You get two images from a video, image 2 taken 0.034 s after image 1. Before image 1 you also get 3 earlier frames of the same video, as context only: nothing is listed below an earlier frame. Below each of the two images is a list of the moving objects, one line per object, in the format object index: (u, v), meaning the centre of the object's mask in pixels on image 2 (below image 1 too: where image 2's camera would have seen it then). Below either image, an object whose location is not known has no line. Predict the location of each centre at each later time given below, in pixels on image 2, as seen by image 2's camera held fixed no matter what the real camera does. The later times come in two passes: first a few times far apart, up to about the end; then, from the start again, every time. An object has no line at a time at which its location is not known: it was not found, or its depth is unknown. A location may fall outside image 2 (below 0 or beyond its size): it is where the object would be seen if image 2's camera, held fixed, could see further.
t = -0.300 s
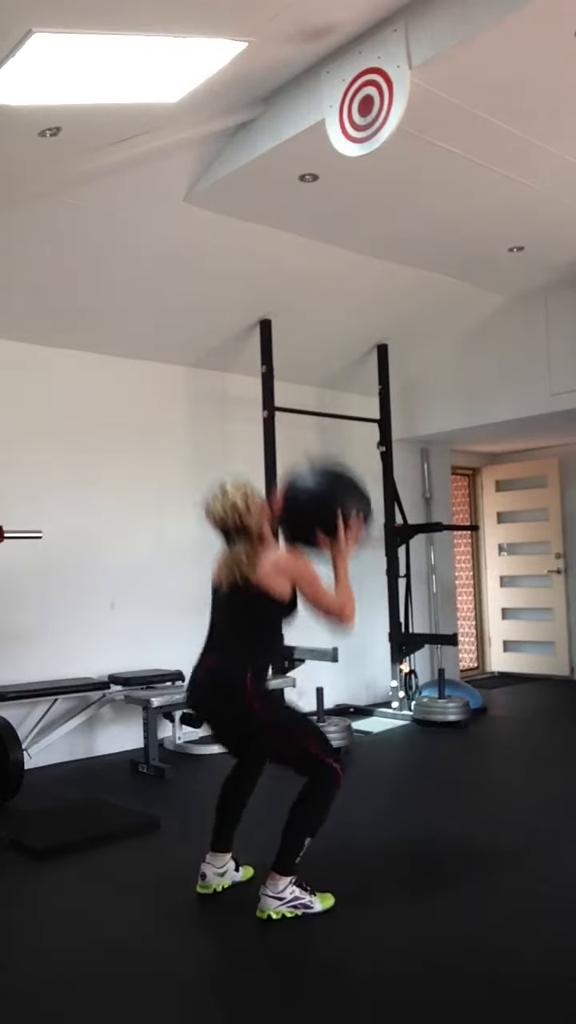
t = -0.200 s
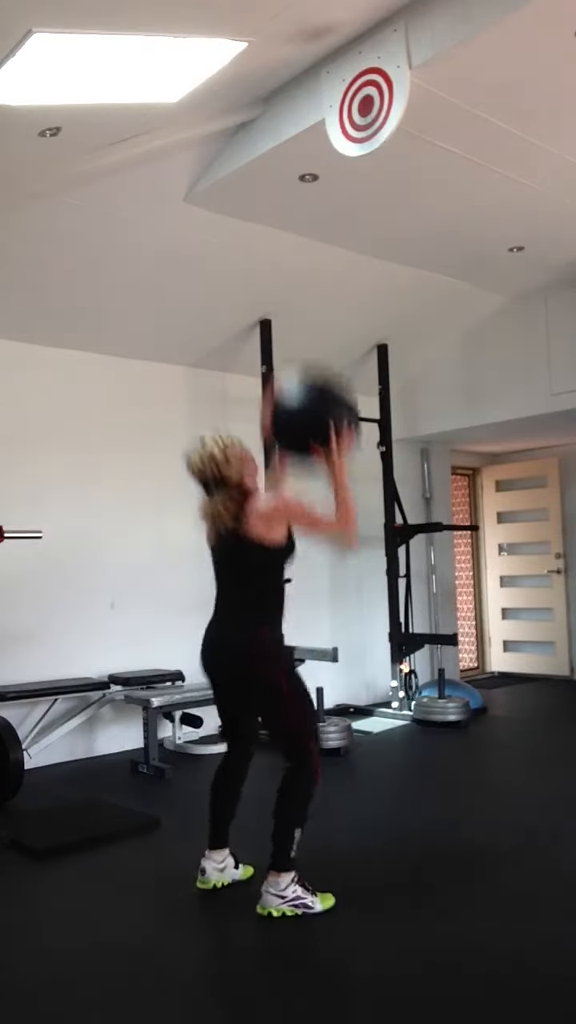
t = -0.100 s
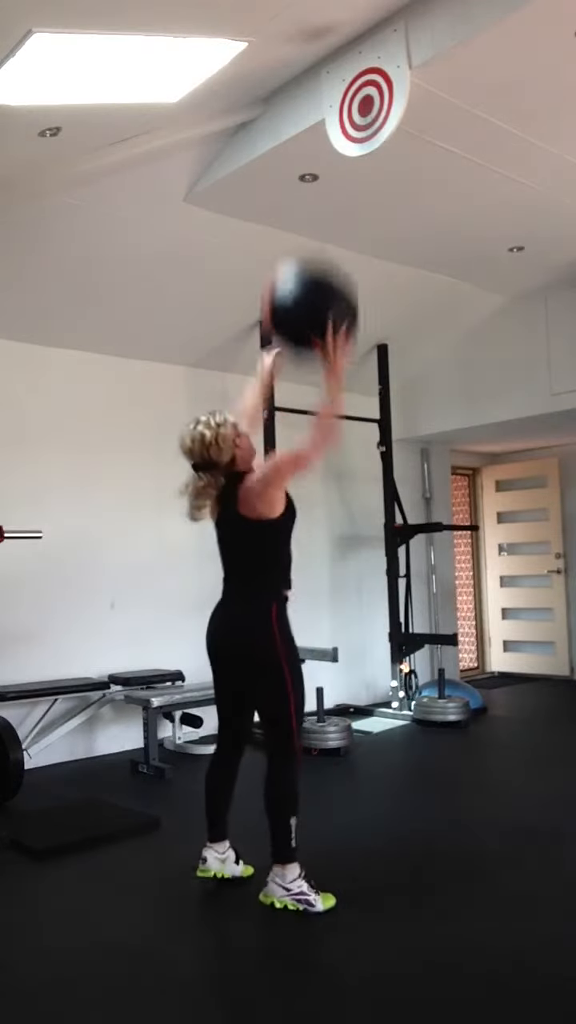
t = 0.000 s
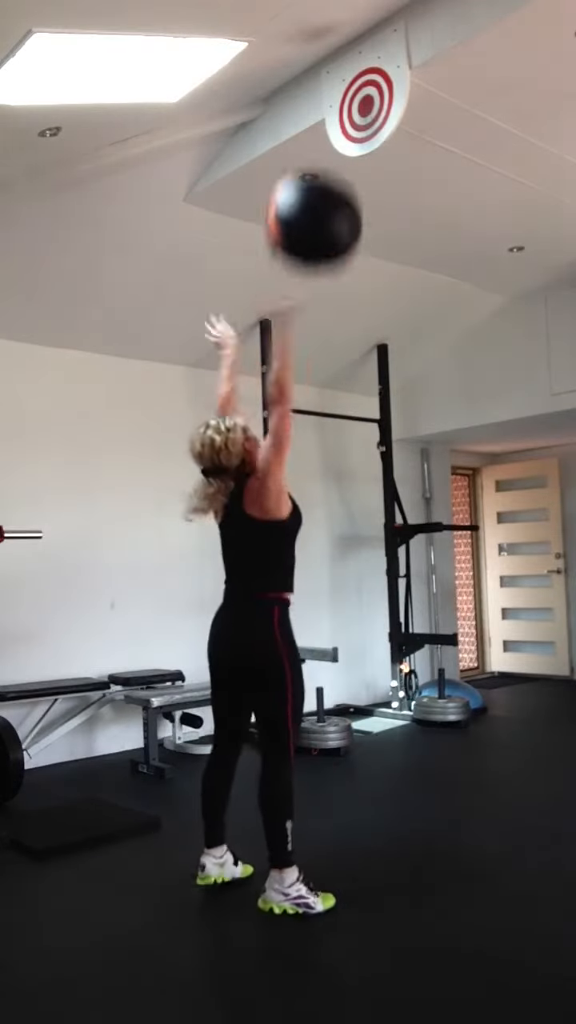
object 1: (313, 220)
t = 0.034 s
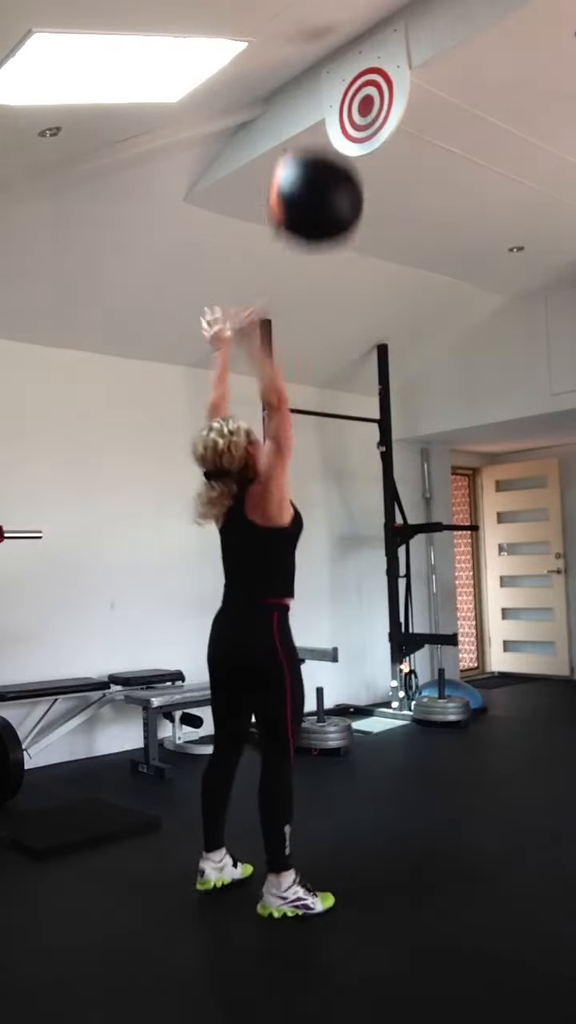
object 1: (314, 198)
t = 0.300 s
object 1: (332, 116)
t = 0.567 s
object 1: (328, 184)
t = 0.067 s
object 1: (316, 179)
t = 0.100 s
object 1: (317, 161)
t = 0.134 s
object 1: (320, 147)
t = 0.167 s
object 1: (321, 135)
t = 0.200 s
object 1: (324, 127)
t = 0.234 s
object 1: (327, 120)
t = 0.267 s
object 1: (330, 117)
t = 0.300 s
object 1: (332, 116)
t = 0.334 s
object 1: (334, 117)
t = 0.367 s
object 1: (336, 121)
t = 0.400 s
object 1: (335, 125)
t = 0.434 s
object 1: (334, 131)
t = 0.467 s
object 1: (332, 140)
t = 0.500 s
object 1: (330, 152)
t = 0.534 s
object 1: (329, 167)
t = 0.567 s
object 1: (328, 184)
